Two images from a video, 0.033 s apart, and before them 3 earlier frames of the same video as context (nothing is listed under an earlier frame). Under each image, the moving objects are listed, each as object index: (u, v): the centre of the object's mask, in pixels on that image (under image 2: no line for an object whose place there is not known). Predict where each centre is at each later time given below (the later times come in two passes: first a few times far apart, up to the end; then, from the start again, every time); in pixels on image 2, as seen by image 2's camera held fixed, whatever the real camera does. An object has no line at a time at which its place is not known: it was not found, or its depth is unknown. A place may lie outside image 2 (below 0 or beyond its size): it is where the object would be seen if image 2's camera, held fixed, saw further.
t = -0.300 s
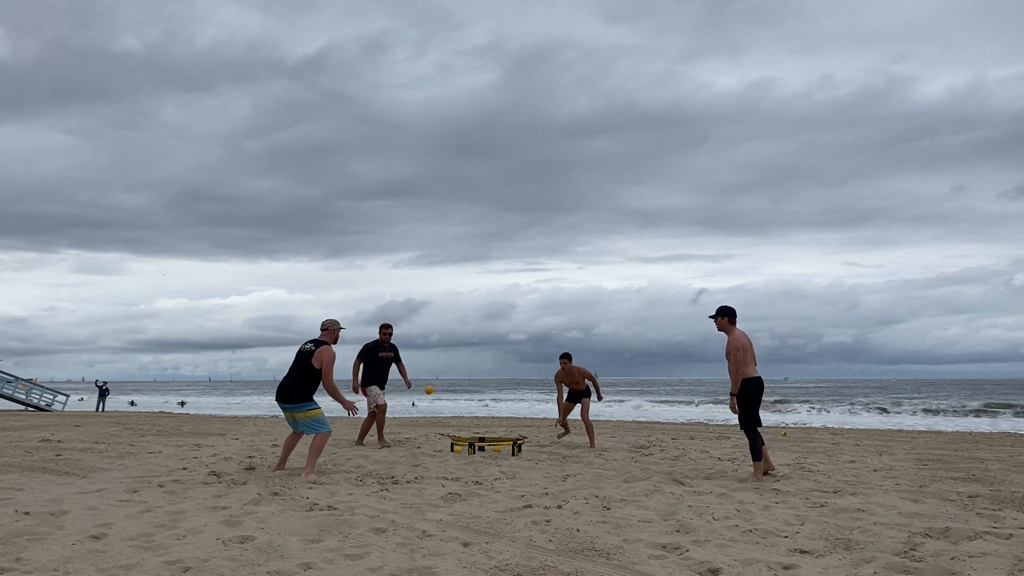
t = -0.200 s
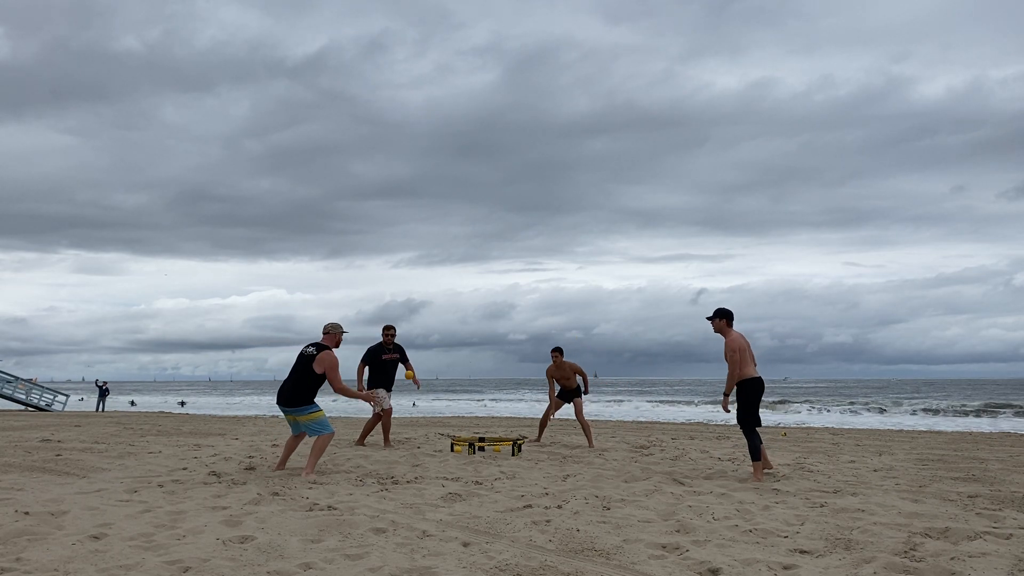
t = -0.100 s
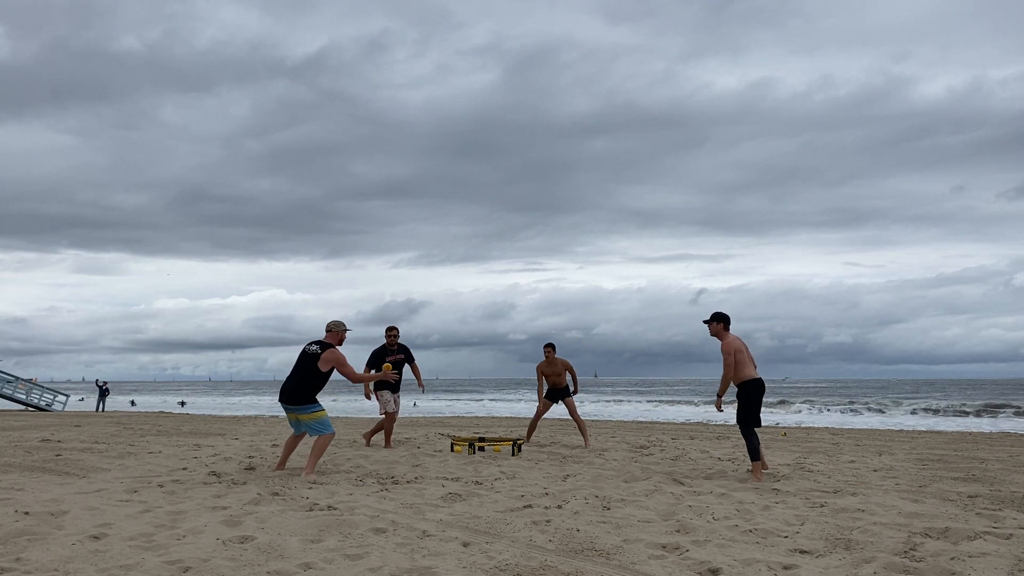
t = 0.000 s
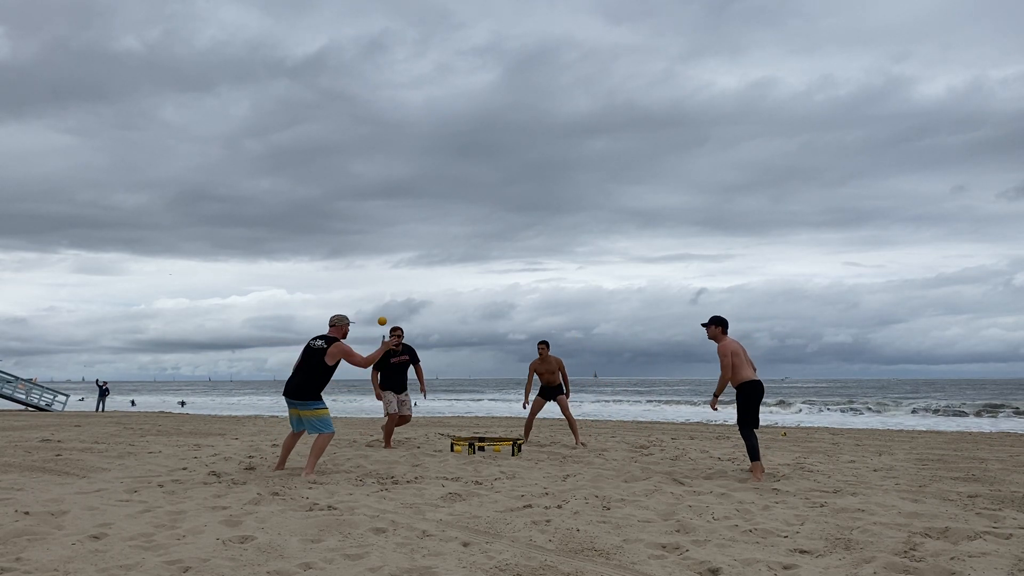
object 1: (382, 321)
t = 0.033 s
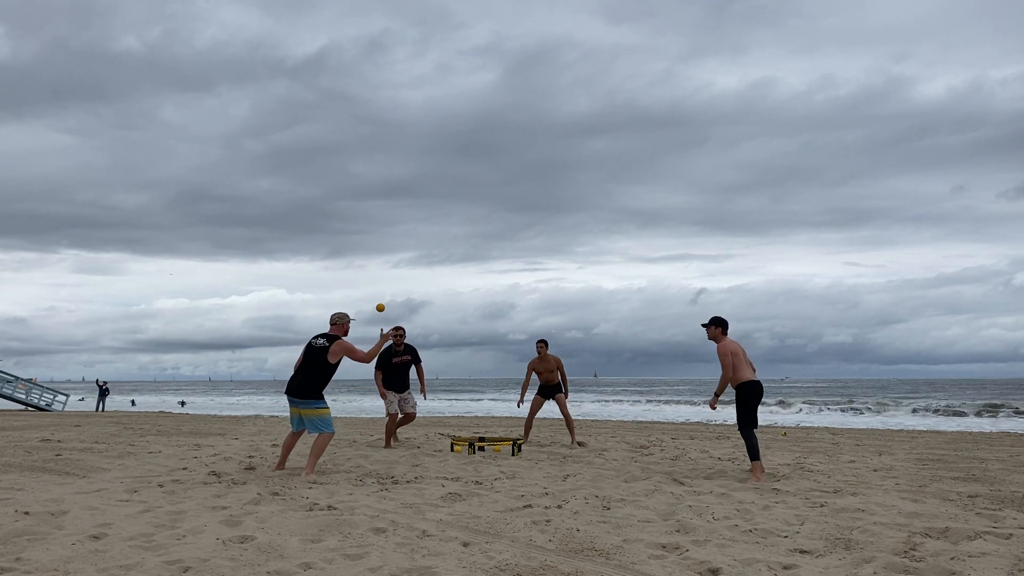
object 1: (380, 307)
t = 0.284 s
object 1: (366, 244)
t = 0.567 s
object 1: (348, 242)
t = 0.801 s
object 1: (332, 289)
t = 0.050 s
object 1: (379, 301)
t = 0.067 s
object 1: (378, 295)
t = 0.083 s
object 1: (377, 290)
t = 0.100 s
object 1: (376, 285)
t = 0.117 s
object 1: (375, 280)
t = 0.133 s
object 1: (374, 275)
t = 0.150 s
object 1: (373, 270)
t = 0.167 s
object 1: (372, 266)
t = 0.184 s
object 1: (371, 262)
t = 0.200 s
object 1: (371, 259)
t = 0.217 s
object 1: (370, 255)
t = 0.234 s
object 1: (369, 252)
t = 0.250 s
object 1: (368, 249)
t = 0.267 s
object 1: (367, 247)
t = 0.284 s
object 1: (366, 244)
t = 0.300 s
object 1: (364, 242)
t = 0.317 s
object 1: (363, 241)
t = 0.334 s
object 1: (362, 239)
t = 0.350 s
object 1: (361, 238)
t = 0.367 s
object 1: (360, 236)
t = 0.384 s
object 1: (359, 236)
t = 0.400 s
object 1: (358, 235)
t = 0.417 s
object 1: (357, 235)
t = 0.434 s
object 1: (356, 234)
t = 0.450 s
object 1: (355, 235)
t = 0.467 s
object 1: (354, 235)
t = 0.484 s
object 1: (353, 235)
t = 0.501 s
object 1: (352, 236)
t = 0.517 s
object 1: (351, 237)
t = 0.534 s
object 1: (350, 239)
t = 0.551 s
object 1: (349, 240)
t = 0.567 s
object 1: (348, 242)
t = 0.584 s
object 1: (346, 244)
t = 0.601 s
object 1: (345, 246)
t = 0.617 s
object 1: (344, 248)
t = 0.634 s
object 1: (343, 251)
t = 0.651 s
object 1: (342, 254)
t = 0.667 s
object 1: (341, 257)
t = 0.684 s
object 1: (340, 260)
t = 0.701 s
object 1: (339, 264)
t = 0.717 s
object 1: (337, 267)
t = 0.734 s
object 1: (336, 271)
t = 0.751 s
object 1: (335, 275)
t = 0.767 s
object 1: (334, 280)
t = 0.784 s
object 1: (333, 284)
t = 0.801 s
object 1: (332, 289)
